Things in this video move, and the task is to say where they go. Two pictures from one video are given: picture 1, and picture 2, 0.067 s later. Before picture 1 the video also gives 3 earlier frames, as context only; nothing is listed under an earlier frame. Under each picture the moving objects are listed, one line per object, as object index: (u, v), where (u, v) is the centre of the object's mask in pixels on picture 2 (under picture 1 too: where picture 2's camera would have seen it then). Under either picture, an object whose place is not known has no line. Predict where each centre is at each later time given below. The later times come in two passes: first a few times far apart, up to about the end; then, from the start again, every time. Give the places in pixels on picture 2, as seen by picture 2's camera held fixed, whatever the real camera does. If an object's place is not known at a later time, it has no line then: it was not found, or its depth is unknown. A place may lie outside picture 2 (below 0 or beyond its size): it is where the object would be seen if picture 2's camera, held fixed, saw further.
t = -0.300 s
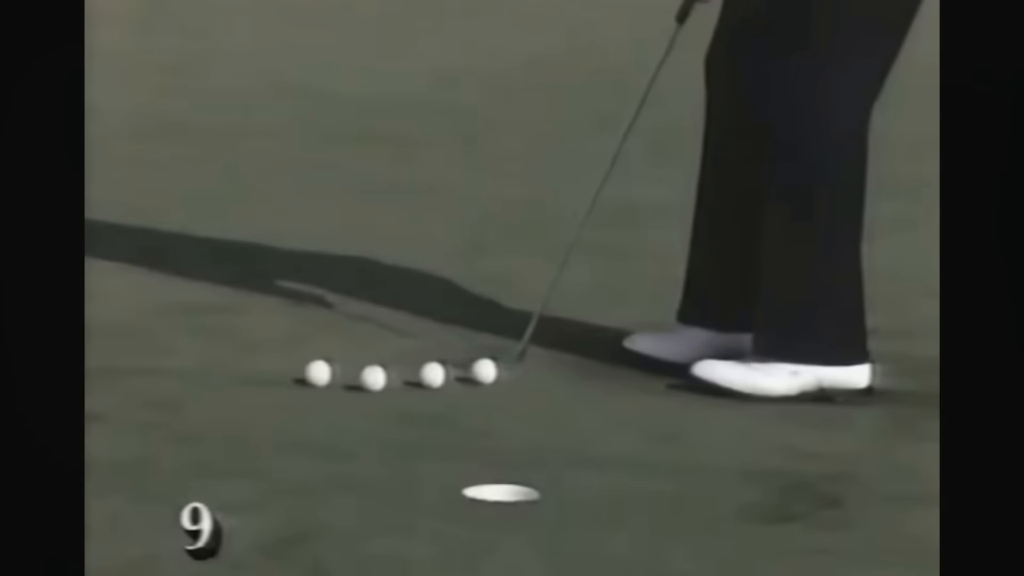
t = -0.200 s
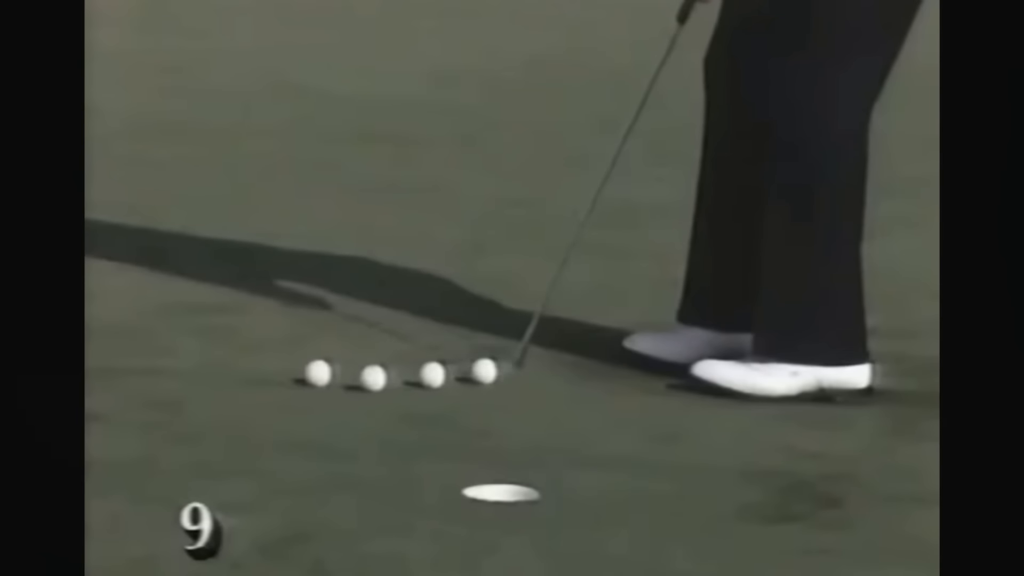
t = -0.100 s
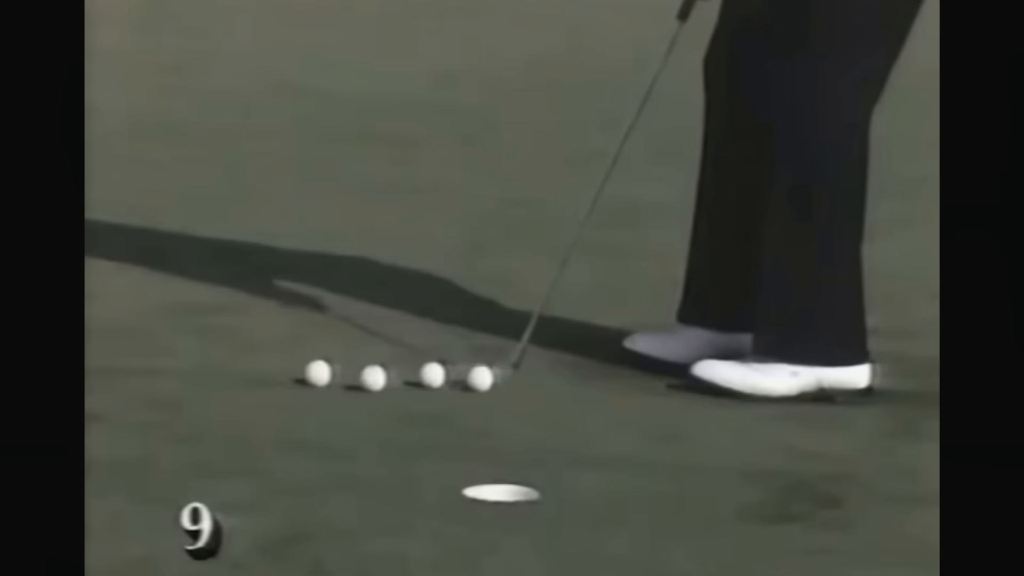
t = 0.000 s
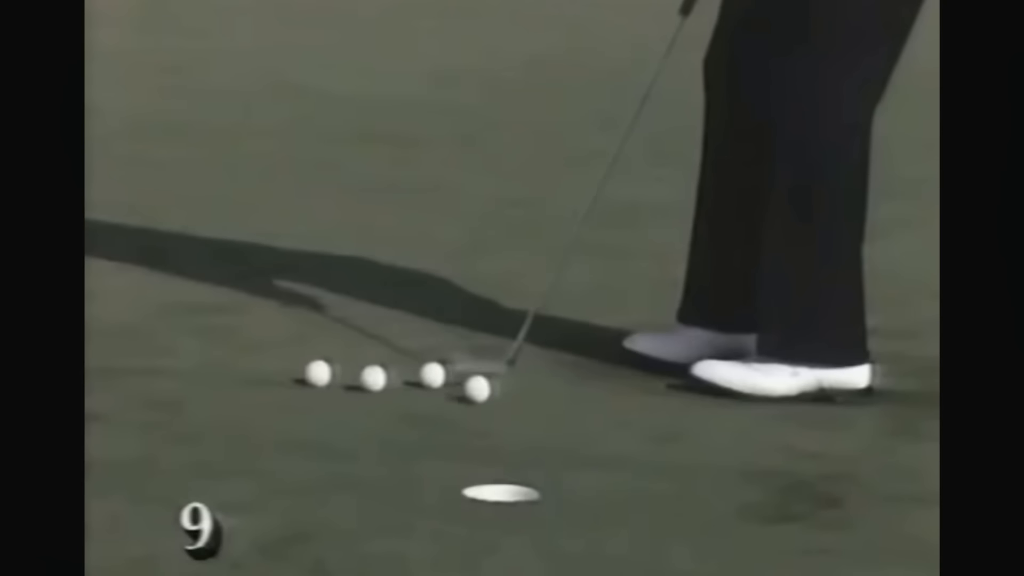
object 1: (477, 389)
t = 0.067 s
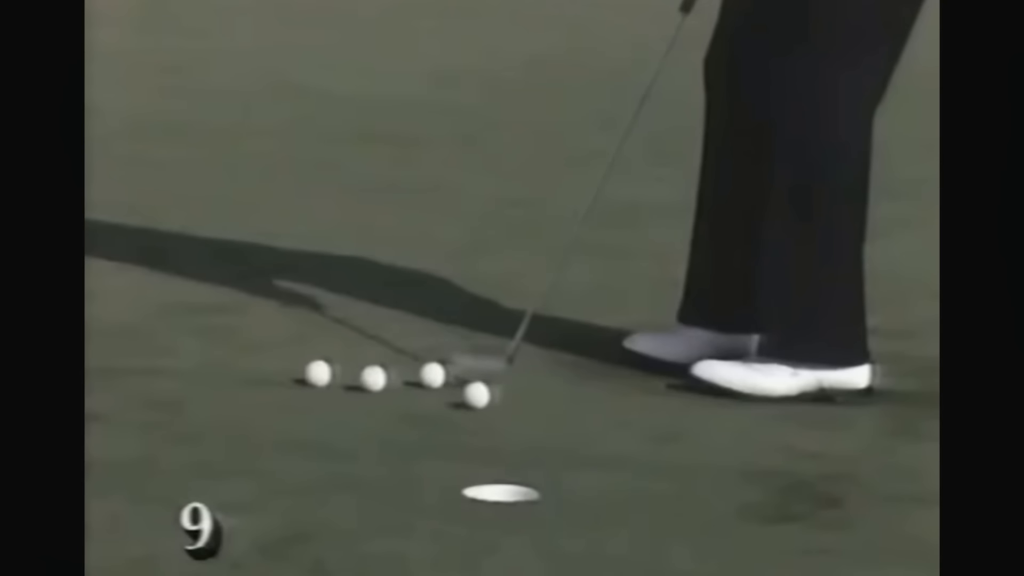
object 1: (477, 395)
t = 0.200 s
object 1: (480, 407)
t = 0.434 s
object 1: (503, 425)
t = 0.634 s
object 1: (531, 439)
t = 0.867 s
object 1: (570, 452)
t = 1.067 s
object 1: (604, 459)
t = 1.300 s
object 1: (638, 464)
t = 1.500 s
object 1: (664, 466)
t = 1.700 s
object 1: (684, 468)
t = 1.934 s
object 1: (699, 468)
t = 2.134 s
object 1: (704, 467)
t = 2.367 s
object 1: (704, 468)
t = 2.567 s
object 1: (704, 468)
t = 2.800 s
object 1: (704, 468)
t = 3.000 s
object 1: (704, 468)
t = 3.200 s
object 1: (704, 468)
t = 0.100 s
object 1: (477, 399)
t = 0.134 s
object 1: (478, 402)
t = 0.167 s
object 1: (479, 405)
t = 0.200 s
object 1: (480, 407)
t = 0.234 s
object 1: (482, 410)
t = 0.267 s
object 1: (485, 413)
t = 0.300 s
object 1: (487, 416)
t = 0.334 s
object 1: (491, 418)
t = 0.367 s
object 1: (495, 421)
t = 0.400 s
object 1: (498, 423)
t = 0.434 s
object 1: (503, 425)
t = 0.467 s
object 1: (507, 428)
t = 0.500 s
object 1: (511, 430)
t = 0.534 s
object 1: (517, 433)
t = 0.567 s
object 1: (521, 435)
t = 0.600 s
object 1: (526, 437)
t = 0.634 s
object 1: (531, 439)
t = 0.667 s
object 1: (536, 442)
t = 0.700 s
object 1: (542, 444)
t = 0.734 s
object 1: (547, 446)
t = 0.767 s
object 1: (552, 448)
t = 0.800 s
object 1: (558, 450)
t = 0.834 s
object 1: (564, 452)
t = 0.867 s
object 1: (570, 452)
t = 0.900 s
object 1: (576, 454)
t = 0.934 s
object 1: (582, 455)
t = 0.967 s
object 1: (587, 456)
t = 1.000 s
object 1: (593, 457)
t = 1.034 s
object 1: (598, 458)
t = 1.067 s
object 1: (604, 459)
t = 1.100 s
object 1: (609, 460)
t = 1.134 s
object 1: (614, 461)
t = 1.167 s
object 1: (619, 462)
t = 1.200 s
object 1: (624, 462)
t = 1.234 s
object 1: (629, 463)
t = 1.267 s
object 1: (633, 463)
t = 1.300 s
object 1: (638, 464)
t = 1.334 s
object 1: (642, 465)
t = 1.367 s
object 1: (647, 465)
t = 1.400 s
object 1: (651, 466)
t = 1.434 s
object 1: (655, 466)
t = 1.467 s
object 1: (660, 466)
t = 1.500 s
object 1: (664, 466)
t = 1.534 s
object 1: (667, 467)
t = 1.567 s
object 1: (671, 467)
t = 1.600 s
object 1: (675, 467)
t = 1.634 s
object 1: (678, 468)
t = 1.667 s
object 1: (682, 468)
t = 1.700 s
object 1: (684, 468)
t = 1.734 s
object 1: (688, 468)
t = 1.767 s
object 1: (690, 468)
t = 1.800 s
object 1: (692, 468)
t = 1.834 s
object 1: (694, 468)
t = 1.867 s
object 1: (696, 468)
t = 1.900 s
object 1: (697, 468)
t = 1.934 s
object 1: (699, 468)
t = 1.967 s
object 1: (700, 468)
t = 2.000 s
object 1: (701, 468)
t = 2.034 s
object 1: (702, 468)
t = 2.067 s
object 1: (703, 468)
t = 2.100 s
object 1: (704, 467)
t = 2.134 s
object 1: (704, 467)
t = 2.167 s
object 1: (704, 467)
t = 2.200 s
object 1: (704, 468)
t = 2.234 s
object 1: (704, 468)
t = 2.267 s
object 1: (704, 468)
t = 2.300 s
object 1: (704, 468)
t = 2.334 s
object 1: (704, 468)
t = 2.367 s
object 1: (704, 468)
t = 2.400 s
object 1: (704, 468)
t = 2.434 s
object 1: (704, 468)
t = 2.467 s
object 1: (704, 468)
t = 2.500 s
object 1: (704, 468)
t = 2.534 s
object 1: (704, 468)
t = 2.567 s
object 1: (704, 468)
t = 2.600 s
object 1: (704, 468)
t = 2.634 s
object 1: (704, 468)
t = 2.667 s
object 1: (704, 468)
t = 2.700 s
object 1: (704, 468)
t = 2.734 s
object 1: (704, 468)
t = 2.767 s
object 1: (704, 468)
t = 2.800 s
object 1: (704, 468)
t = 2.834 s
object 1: (704, 468)
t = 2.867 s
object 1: (704, 468)
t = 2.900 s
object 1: (704, 468)
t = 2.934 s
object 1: (704, 468)
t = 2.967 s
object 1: (704, 468)
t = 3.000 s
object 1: (704, 468)
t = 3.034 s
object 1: (704, 468)
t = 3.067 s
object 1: (704, 468)
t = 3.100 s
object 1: (704, 468)
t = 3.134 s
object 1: (704, 468)
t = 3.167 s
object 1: (704, 468)
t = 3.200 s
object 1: (704, 468)
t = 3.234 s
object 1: (704, 468)
